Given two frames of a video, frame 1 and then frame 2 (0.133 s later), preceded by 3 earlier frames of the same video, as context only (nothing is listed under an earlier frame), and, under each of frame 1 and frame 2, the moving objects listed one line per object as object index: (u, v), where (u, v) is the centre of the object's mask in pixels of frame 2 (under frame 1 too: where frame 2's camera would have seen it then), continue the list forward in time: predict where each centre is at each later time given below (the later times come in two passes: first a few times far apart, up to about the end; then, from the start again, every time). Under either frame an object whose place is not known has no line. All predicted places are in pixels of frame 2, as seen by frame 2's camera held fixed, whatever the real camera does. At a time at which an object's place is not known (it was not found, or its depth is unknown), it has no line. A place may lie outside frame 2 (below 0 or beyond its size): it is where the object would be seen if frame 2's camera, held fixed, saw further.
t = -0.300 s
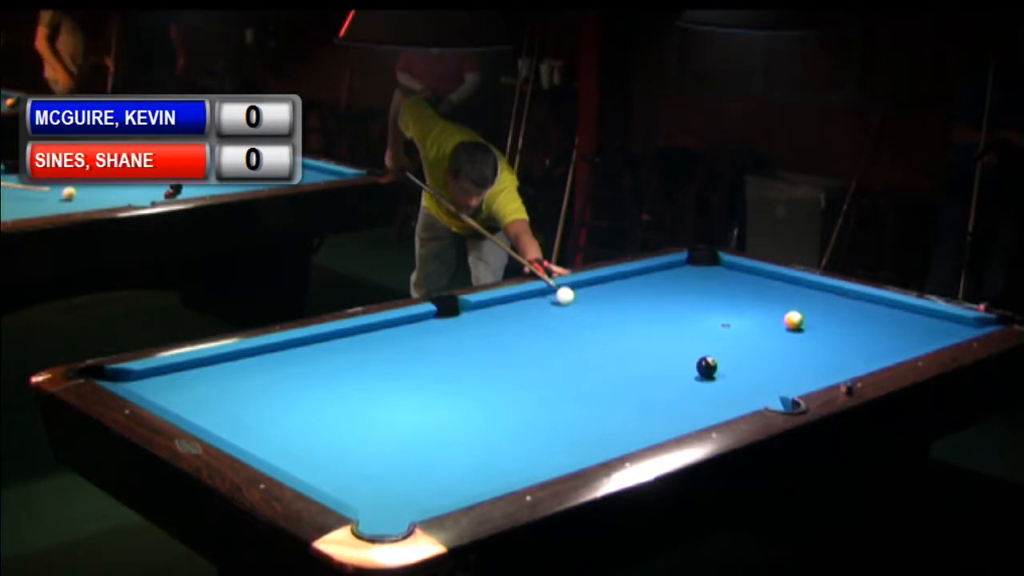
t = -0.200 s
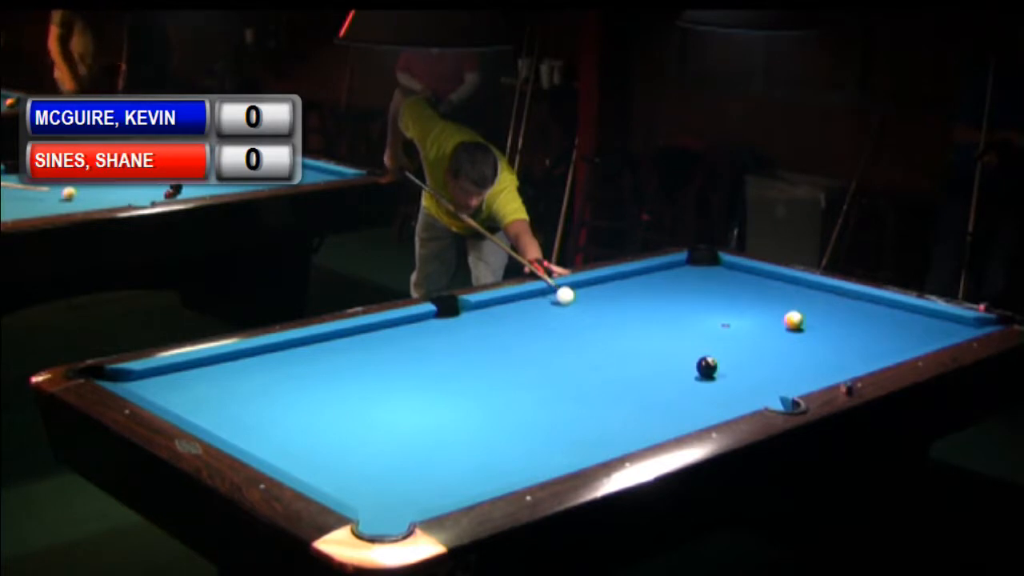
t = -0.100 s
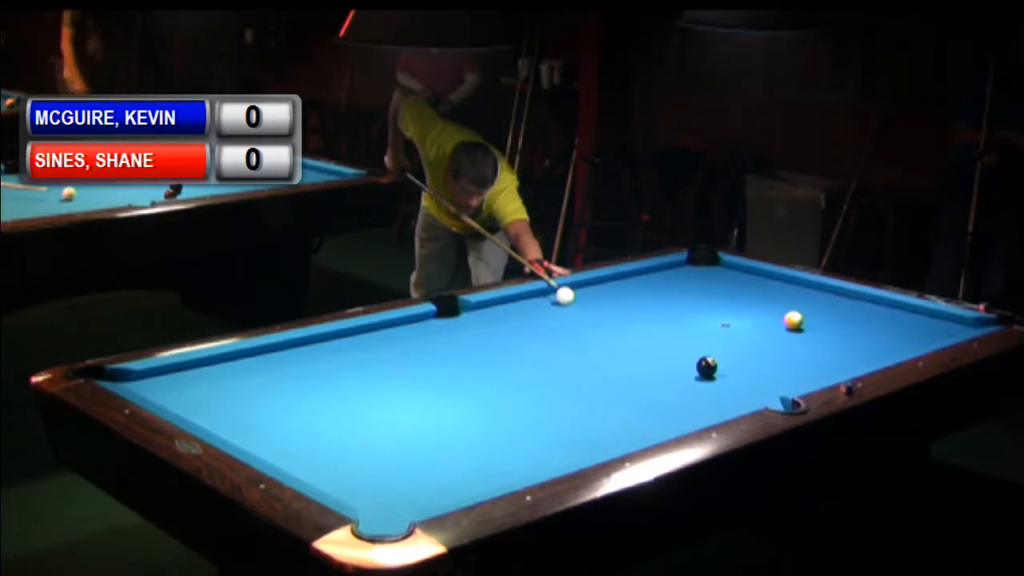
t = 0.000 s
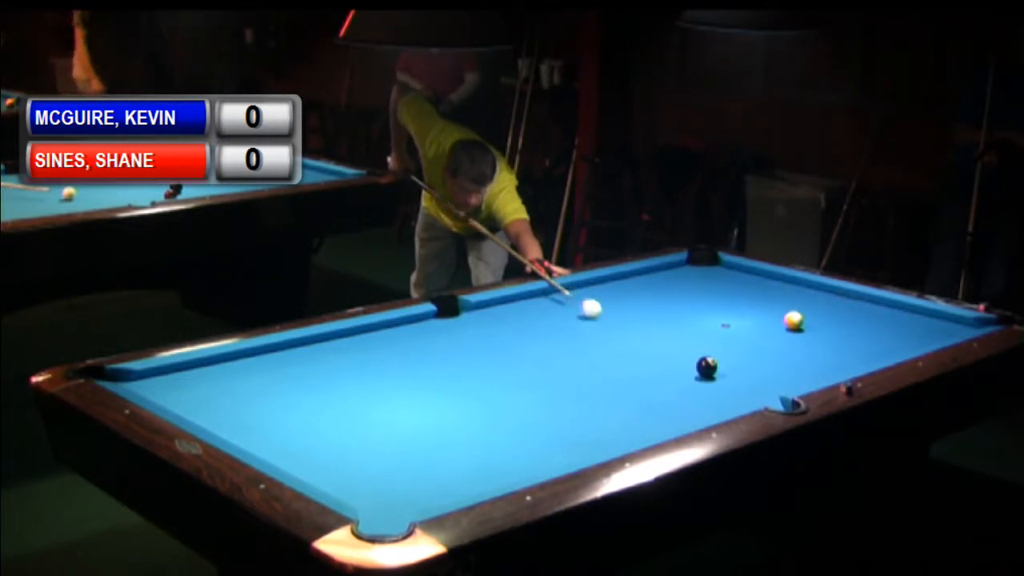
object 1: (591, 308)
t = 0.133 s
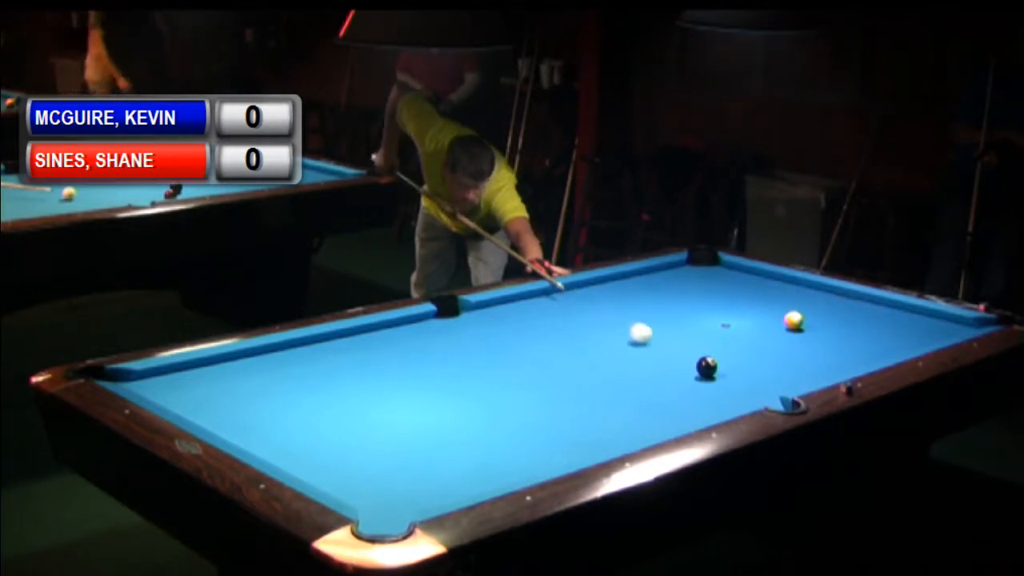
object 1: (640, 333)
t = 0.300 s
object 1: (698, 360)
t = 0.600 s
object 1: (735, 370)
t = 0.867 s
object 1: (775, 383)
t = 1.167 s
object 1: (784, 382)
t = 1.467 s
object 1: (773, 374)
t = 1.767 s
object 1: (764, 368)
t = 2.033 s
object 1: (756, 362)
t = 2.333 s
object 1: (748, 357)
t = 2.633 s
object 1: (742, 353)
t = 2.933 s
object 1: (737, 349)
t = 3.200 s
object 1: (732, 348)
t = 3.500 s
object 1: (729, 346)
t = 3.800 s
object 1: (726, 344)
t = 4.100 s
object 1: (723, 344)
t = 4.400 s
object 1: (722, 343)
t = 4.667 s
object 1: (722, 343)
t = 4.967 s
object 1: (722, 343)
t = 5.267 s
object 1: (722, 343)
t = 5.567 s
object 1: (722, 343)
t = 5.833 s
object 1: (722, 343)
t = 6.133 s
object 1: (722, 343)
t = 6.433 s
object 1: (722, 343)
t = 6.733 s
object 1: (722, 343)
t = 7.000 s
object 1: (722, 343)
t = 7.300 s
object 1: (722, 343)
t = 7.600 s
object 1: (722, 343)
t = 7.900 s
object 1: (722, 343)
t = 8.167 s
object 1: (722, 343)
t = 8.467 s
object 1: (722, 343)
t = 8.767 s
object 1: (722, 343)
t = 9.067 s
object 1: (722, 343)
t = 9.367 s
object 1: (722, 343)
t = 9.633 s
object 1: (722, 343)
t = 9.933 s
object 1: (722, 343)
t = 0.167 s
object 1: (652, 339)
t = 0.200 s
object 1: (665, 345)
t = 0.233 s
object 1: (678, 351)
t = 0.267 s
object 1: (690, 357)
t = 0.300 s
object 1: (698, 360)
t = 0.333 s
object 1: (700, 360)
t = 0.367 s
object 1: (703, 361)
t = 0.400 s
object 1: (707, 362)
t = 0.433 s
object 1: (711, 363)
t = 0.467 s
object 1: (715, 364)
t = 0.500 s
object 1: (720, 365)
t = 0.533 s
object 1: (724, 367)
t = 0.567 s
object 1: (730, 368)
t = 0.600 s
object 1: (735, 370)
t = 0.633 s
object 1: (739, 371)
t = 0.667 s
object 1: (744, 373)
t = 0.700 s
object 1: (750, 375)
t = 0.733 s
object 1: (755, 376)
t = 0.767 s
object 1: (760, 378)
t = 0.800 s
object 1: (765, 379)
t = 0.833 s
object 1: (770, 381)
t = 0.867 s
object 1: (775, 383)
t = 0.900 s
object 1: (780, 384)
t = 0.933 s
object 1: (784, 384)
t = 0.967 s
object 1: (789, 385)
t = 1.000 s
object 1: (790, 385)
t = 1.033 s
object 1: (789, 385)
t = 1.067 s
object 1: (788, 384)
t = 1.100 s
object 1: (787, 383)
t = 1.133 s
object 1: (786, 383)
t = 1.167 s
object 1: (784, 382)
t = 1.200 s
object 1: (783, 382)
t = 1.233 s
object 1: (782, 381)
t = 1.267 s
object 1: (781, 380)
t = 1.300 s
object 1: (779, 379)
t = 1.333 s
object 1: (778, 378)
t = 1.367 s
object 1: (777, 377)
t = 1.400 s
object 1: (776, 376)
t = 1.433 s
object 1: (775, 375)
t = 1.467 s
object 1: (773, 374)
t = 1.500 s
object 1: (772, 374)
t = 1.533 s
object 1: (771, 373)
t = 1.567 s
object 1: (770, 372)
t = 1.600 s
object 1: (769, 371)
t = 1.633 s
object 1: (768, 371)
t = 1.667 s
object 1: (767, 370)
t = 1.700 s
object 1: (766, 369)
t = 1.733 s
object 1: (765, 368)
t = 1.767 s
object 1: (764, 368)
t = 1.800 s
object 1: (763, 366)
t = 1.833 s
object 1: (762, 366)
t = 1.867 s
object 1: (761, 365)
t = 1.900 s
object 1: (760, 365)
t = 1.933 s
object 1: (759, 364)
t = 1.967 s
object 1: (758, 364)
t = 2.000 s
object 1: (757, 363)
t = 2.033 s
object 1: (756, 362)
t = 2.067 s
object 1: (755, 362)
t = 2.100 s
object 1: (754, 361)
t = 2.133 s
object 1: (753, 360)
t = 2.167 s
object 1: (752, 360)
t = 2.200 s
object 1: (751, 359)
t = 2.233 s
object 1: (751, 359)
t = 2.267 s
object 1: (750, 358)
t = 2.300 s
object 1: (749, 358)
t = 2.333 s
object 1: (748, 357)
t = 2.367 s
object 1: (748, 357)
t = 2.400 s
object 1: (747, 356)
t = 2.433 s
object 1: (746, 356)
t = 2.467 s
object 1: (745, 355)
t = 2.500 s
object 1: (745, 355)
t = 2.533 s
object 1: (744, 354)
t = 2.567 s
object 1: (744, 354)
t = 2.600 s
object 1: (743, 353)
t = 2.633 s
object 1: (742, 353)
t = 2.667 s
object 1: (741, 352)
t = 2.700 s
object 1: (741, 352)
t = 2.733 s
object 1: (740, 352)
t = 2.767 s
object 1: (740, 351)
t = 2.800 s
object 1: (739, 351)
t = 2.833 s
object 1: (738, 351)
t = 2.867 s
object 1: (738, 351)
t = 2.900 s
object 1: (737, 350)
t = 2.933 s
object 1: (737, 349)
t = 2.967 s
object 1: (736, 349)
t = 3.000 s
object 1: (736, 349)
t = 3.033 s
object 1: (735, 349)
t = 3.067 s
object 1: (734, 348)
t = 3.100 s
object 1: (734, 348)
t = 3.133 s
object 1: (733, 348)
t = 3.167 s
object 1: (733, 348)
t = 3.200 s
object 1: (732, 348)
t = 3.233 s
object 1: (732, 347)
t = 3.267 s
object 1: (732, 347)
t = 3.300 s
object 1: (732, 347)
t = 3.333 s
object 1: (731, 347)
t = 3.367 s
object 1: (730, 346)
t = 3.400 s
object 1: (730, 346)
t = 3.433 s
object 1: (730, 346)
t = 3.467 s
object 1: (730, 346)
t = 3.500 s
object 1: (729, 346)
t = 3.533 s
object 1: (729, 346)
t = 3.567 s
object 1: (728, 345)
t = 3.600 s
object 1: (728, 345)
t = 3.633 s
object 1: (728, 345)
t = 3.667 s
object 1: (727, 345)
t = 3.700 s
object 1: (727, 345)
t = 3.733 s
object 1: (727, 345)
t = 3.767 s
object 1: (726, 344)
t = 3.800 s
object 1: (726, 344)
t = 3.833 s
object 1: (726, 344)
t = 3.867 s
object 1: (725, 344)
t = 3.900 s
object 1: (725, 344)
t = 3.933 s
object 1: (724, 344)
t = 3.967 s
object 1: (724, 344)
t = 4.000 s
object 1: (724, 344)
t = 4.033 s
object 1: (724, 344)
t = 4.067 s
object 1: (724, 344)
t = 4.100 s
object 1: (723, 344)
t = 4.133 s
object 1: (723, 344)
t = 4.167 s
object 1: (723, 343)
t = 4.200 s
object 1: (722, 343)
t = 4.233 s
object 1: (722, 343)
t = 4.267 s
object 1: (722, 343)
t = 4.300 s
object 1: (722, 343)
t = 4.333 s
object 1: (722, 343)
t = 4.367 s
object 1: (722, 343)
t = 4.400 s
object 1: (722, 343)
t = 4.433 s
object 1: (722, 344)
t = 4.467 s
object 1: (722, 344)
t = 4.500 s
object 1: (722, 344)
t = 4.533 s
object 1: (722, 344)
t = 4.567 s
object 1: (722, 344)
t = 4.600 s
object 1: (722, 344)
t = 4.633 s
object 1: (722, 344)
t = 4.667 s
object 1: (722, 343)
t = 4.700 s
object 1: (722, 343)
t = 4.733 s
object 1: (722, 343)
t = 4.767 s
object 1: (722, 343)
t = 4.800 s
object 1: (722, 343)
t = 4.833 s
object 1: (722, 343)
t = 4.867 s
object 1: (722, 343)
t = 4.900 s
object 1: (722, 343)
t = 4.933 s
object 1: (722, 343)
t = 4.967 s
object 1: (722, 343)
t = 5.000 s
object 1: (722, 343)
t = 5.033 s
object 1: (722, 343)
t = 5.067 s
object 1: (722, 343)
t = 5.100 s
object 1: (722, 343)
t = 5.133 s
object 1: (722, 343)
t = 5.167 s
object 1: (722, 343)
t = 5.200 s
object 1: (722, 343)
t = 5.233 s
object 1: (722, 343)
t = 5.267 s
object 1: (722, 343)
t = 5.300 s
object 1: (722, 343)
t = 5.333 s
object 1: (722, 343)
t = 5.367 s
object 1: (722, 343)
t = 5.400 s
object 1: (722, 343)
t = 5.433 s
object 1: (722, 343)
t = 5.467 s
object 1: (722, 343)
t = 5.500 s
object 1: (722, 343)
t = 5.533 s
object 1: (722, 343)
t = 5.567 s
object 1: (722, 343)
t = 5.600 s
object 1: (722, 343)
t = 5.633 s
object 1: (722, 343)
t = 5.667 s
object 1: (722, 343)
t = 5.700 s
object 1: (722, 343)
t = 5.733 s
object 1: (722, 343)
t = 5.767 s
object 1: (722, 343)
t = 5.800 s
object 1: (722, 343)
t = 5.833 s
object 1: (722, 343)
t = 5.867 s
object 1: (722, 343)
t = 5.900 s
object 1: (722, 343)
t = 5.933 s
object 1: (722, 343)
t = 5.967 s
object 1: (722, 343)
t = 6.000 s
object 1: (722, 343)
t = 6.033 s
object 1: (722, 343)
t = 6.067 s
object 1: (722, 343)
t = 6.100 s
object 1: (722, 343)
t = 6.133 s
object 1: (722, 343)
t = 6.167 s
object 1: (722, 343)
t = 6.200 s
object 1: (722, 343)
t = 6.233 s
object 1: (722, 343)
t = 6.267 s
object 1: (722, 343)
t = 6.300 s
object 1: (722, 343)
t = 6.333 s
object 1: (722, 343)
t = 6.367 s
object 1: (722, 343)
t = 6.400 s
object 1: (722, 343)
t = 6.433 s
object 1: (722, 343)
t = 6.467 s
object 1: (722, 343)
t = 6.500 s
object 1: (722, 343)
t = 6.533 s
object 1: (722, 343)
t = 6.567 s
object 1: (722, 343)
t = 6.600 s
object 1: (722, 343)
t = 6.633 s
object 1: (722, 343)
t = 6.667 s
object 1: (722, 343)
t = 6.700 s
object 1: (722, 343)
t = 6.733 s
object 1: (722, 343)
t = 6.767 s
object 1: (722, 343)
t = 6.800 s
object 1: (722, 343)
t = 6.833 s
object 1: (722, 343)
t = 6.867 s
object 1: (722, 343)
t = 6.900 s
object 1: (722, 343)
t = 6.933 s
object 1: (722, 343)
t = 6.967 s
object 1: (722, 343)
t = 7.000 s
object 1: (722, 343)
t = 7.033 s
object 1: (722, 343)
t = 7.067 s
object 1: (722, 343)
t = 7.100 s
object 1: (722, 343)
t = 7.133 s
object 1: (722, 343)
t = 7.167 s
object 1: (722, 343)
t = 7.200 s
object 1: (722, 343)
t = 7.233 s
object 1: (722, 343)
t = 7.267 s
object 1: (722, 343)
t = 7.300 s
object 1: (722, 343)
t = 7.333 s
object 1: (722, 343)
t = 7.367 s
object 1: (722, 343)
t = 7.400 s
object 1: (722, 343)
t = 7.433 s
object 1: (722, 343)
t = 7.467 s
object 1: (722, 343)
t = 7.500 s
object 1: (722, 343)
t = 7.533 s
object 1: (722, 343)
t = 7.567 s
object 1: (722, 343)
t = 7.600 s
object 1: (722, 343)
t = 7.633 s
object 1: (722, 343)
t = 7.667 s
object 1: (722, 343)
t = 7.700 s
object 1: (722, 343)
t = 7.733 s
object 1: (722, 343)
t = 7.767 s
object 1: (722, 343)
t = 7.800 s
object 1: (722, 343)
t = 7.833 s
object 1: (722, 343)
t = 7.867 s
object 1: (722, 343)
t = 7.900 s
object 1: (722, 343)
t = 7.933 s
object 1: (722, 343)
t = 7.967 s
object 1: (722, 343)
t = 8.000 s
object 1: (722, 343)
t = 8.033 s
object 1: (722, 343)
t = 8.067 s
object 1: (722, 343)
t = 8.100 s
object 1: (722, 343)
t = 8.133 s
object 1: (722, 343)
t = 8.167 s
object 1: (722, 343)
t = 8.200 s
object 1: (722, 343)
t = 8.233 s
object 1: (722, 343)
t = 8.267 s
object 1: (722, 343)
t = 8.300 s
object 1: (722, 343)
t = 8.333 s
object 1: (722, 343)
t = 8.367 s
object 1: (722, 343)
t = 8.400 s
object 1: (722, 343)
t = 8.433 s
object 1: (722, 343)
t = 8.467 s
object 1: (722, 343)
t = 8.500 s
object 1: (722, 343)
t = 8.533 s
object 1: (722, 343)
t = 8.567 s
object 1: (722, 343)
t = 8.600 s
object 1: (722, 343)
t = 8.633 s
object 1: (722, 343)
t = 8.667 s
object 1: (722, 343)
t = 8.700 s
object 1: (722, 343)
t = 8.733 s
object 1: (722, 343)
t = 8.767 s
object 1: (722, 343)
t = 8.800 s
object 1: (722, 343)
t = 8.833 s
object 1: (722, 343)
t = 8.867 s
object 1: (722, 343)
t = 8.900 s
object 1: (722, 343)
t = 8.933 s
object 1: (722, 343)
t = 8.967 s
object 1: (722, 343)
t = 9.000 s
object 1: (722, 343)
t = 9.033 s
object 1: (722, 343)
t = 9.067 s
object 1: (722, 343)
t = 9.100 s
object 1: (722, 343)
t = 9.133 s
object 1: (722, 343)
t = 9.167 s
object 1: (722, 343)
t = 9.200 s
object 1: (722, 343)
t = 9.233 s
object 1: (722, 343)
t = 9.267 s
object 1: (722, 343)
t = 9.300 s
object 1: (722, 343)
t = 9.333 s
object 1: (722, 343)
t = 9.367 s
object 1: (722, 343)
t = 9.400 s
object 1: (722, 343)
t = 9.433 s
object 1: (722, 343)
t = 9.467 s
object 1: (722, 343)
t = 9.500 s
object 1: (722, 343)
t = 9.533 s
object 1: (722, 343)
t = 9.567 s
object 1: (722, 343)
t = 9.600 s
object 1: (722, 343)
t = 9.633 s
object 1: (722, 343)
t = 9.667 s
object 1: (722, 343)
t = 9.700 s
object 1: (722, 343)
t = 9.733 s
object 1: (722, 343)
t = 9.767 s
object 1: (722, 343)
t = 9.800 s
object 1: (722, 343)
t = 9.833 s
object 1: (722, 343)
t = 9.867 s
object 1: (722, 343)
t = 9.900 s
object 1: (722, 343)
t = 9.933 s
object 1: (722, 343)
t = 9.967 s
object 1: (722, 343)
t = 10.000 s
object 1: (722, 343)
